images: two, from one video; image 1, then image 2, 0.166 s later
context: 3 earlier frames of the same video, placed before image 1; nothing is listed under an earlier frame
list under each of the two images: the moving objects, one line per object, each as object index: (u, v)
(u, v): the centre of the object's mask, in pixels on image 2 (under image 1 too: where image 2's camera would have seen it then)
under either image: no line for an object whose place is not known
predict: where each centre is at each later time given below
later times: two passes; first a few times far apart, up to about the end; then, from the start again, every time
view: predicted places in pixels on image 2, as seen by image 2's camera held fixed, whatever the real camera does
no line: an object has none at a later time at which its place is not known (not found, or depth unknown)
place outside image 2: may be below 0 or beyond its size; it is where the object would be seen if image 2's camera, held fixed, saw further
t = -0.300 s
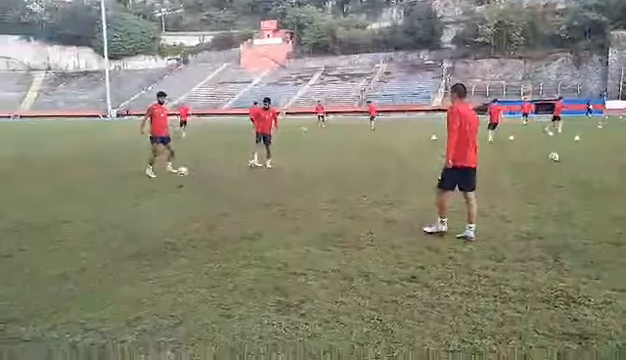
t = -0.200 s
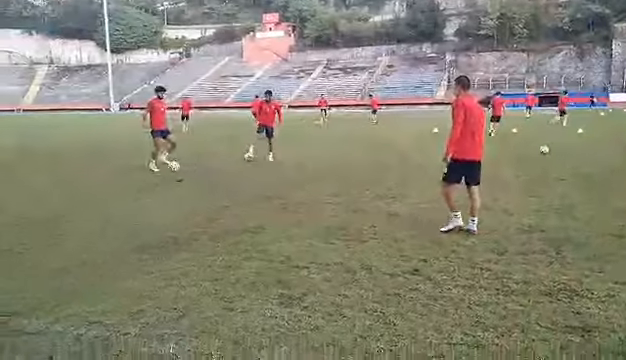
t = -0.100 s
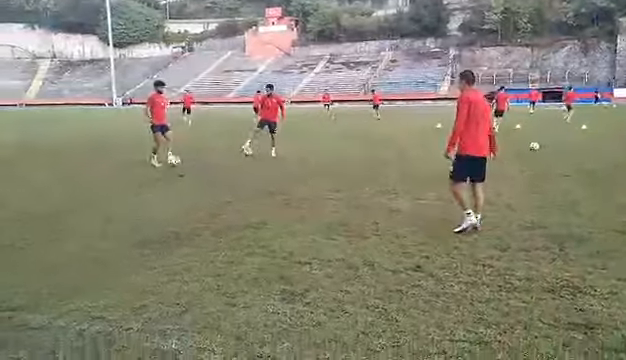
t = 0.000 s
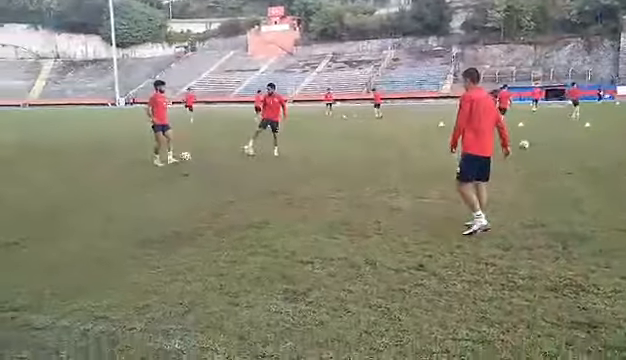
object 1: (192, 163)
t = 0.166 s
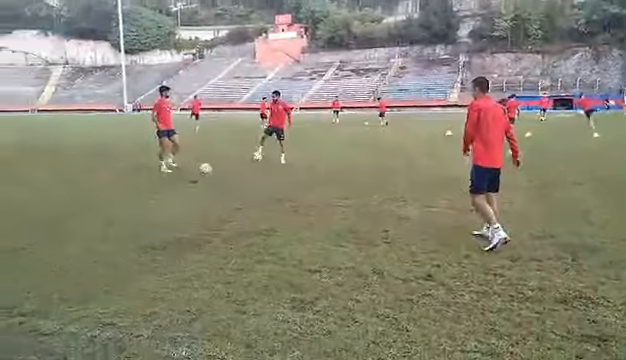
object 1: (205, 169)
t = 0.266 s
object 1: (214, 176)
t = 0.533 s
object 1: (238, 180)
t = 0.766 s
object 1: (260, 185)
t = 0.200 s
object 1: (208, 171)
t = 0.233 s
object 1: (212, 174)
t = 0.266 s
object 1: (214, 176)
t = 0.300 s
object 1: (217, 175)
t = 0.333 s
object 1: (220, 175)
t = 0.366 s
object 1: (223, 174)
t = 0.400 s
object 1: (226, 176)
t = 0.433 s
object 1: (229, 177)
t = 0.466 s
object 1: (232, 180)
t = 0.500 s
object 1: (235, 181)
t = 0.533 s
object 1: (238, 180)
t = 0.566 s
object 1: (241, 180)
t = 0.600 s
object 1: (244, 181)
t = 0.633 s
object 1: (248, 183)
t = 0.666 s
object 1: (251, 185)
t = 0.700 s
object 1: (254, 185)
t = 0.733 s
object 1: (256, 185)
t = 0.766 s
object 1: (260, 185)
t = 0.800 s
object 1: (264, 186)
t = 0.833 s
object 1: (268, 188)
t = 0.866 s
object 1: (271, 189)
